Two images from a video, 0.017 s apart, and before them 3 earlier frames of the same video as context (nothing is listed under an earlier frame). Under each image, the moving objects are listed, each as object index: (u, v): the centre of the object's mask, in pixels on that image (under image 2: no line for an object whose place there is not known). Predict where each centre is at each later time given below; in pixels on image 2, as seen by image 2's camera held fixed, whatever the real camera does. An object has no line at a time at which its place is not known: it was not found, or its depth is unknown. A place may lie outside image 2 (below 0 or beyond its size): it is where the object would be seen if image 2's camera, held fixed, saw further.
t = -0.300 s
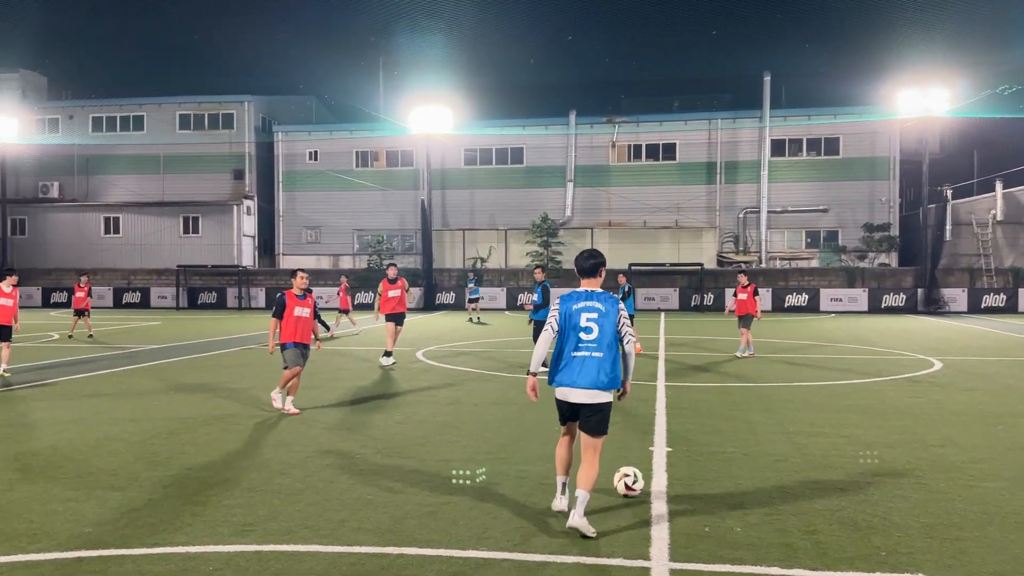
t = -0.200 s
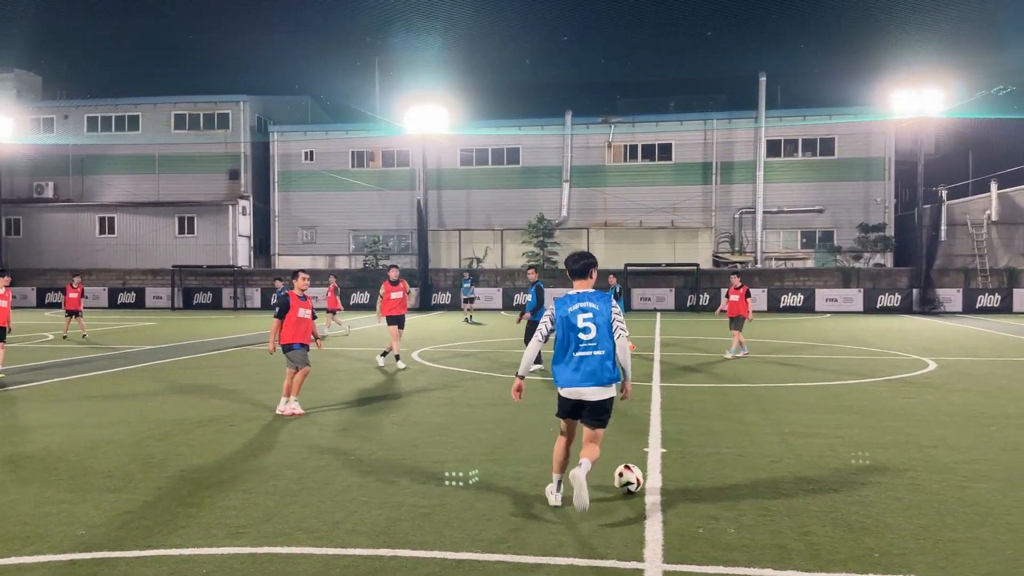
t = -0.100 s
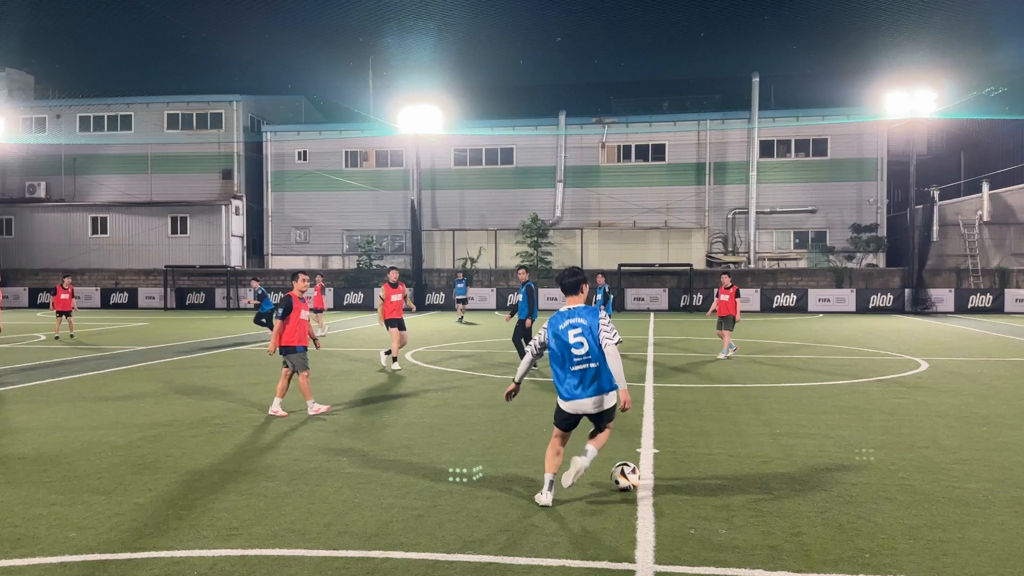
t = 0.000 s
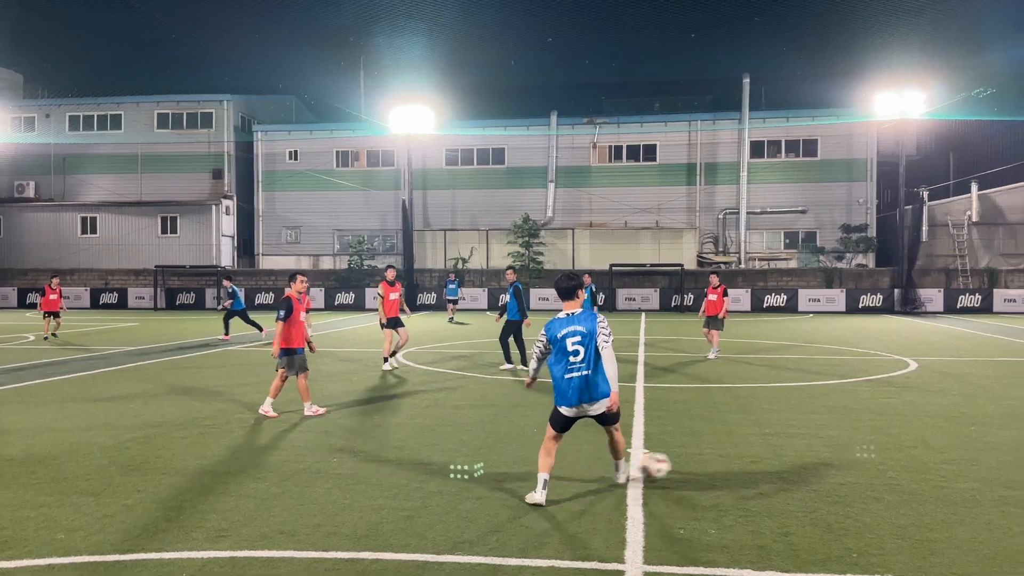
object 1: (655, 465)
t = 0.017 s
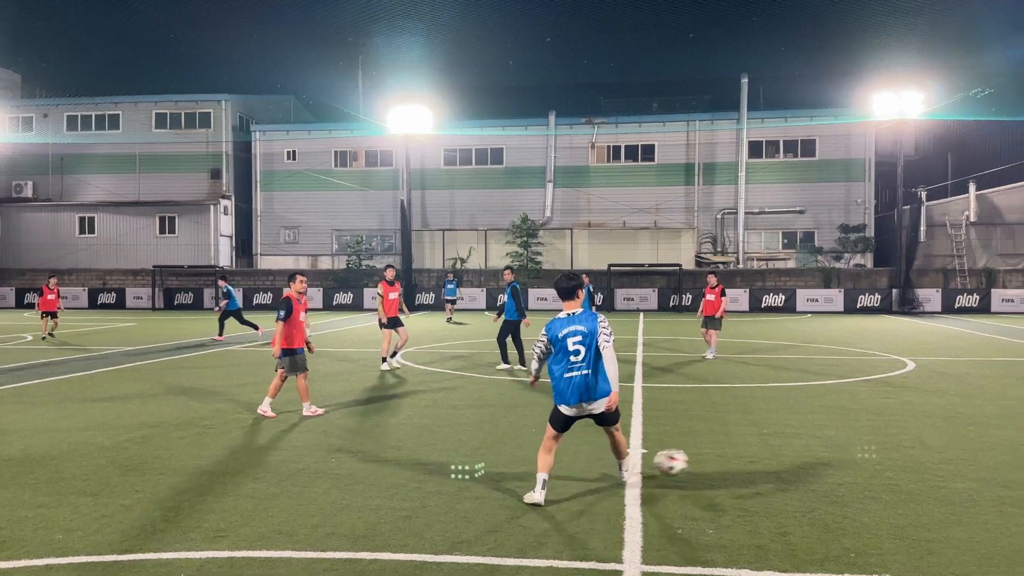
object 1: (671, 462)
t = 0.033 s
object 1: (692, 459)
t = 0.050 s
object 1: (711, 457)
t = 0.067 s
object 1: (730, 454)
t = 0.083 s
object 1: (748, 452)
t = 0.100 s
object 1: (765, 451)
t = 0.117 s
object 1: (783, 449)
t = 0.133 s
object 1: (800, 448)
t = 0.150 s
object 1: (818, 447)
